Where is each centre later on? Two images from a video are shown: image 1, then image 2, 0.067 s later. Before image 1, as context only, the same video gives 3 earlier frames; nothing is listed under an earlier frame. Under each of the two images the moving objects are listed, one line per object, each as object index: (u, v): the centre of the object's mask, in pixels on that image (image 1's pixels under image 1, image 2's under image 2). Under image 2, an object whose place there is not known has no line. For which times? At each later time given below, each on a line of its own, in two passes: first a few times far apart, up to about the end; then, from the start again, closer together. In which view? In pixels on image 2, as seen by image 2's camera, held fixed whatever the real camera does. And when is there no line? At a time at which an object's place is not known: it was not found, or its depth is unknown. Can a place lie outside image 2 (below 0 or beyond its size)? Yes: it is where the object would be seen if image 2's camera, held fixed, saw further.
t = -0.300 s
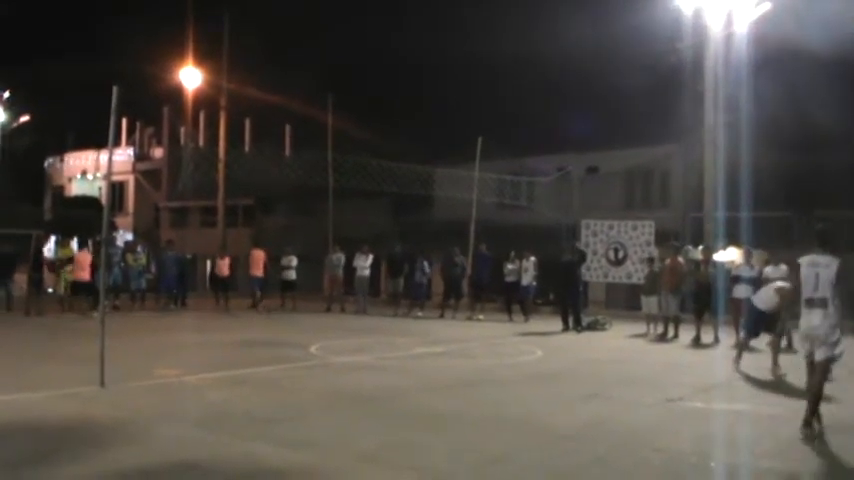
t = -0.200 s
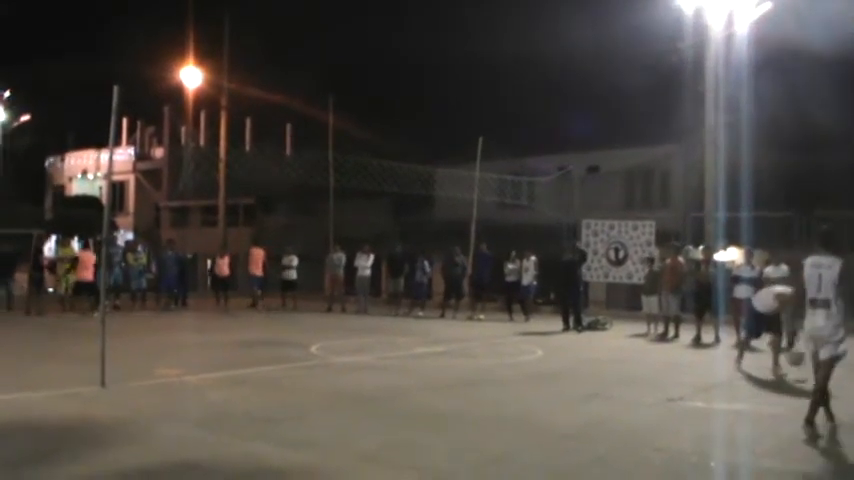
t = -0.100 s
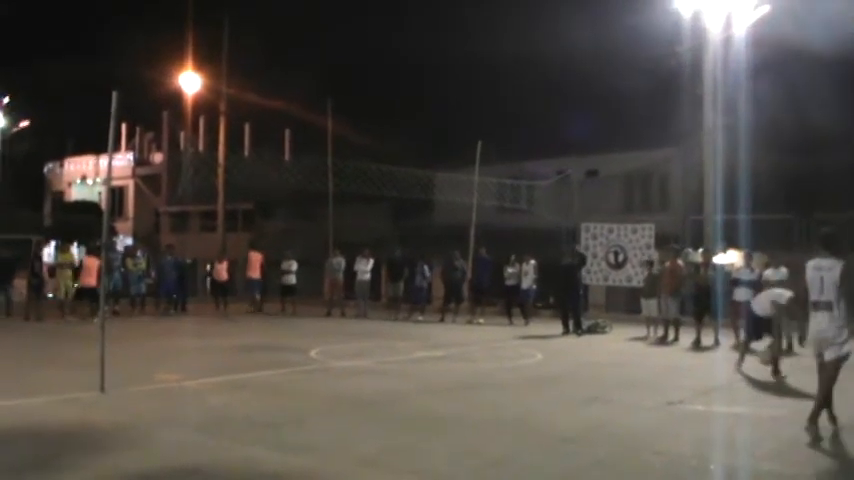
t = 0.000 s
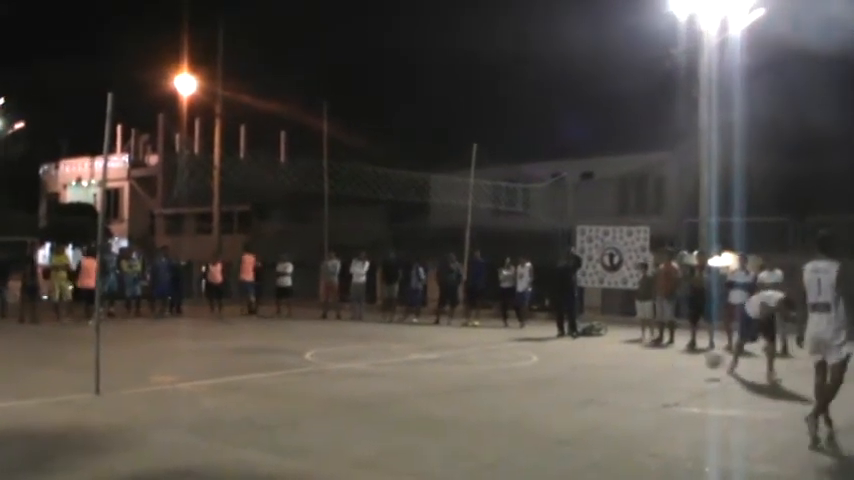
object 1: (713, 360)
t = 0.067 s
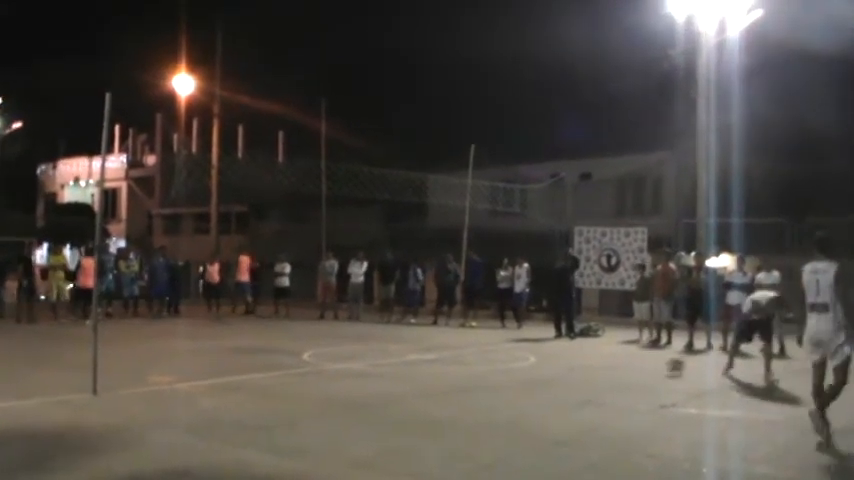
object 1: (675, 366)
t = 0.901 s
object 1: (399, 343)
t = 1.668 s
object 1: (238, 330)
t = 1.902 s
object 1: (206, 323)
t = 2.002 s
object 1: (187, 324)
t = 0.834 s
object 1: (417, 347)
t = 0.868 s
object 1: (408, 346)
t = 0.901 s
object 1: (399, 343)
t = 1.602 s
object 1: (250, 331)
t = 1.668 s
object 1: (238, 330)
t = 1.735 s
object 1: (226, 329)
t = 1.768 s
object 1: (223, 328)
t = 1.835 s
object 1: (215, 321)
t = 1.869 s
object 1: (210, 325)
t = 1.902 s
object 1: (206, 323)
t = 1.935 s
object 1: (196, 325)
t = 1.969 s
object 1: (190, 325)
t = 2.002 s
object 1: (187, 324)
